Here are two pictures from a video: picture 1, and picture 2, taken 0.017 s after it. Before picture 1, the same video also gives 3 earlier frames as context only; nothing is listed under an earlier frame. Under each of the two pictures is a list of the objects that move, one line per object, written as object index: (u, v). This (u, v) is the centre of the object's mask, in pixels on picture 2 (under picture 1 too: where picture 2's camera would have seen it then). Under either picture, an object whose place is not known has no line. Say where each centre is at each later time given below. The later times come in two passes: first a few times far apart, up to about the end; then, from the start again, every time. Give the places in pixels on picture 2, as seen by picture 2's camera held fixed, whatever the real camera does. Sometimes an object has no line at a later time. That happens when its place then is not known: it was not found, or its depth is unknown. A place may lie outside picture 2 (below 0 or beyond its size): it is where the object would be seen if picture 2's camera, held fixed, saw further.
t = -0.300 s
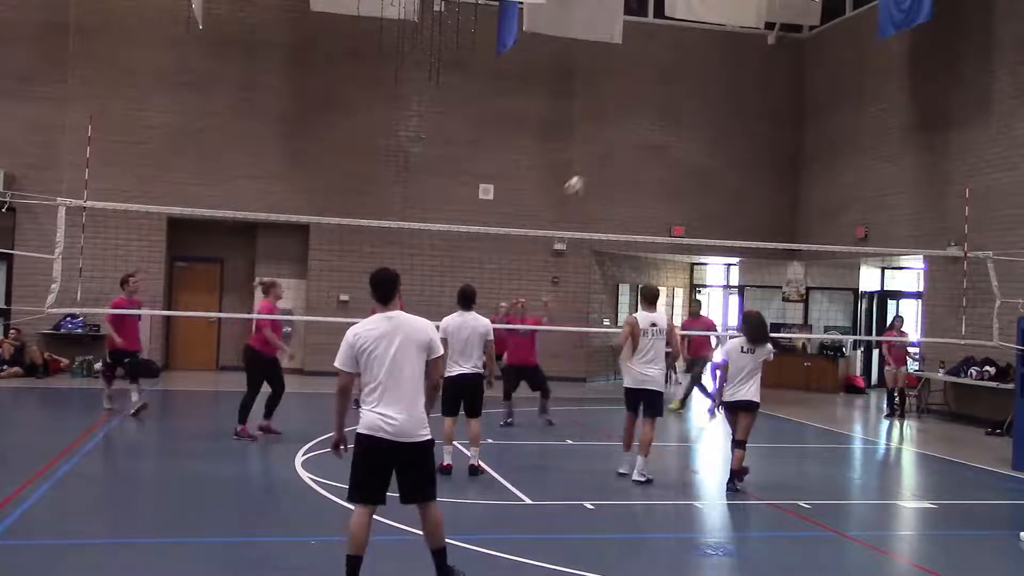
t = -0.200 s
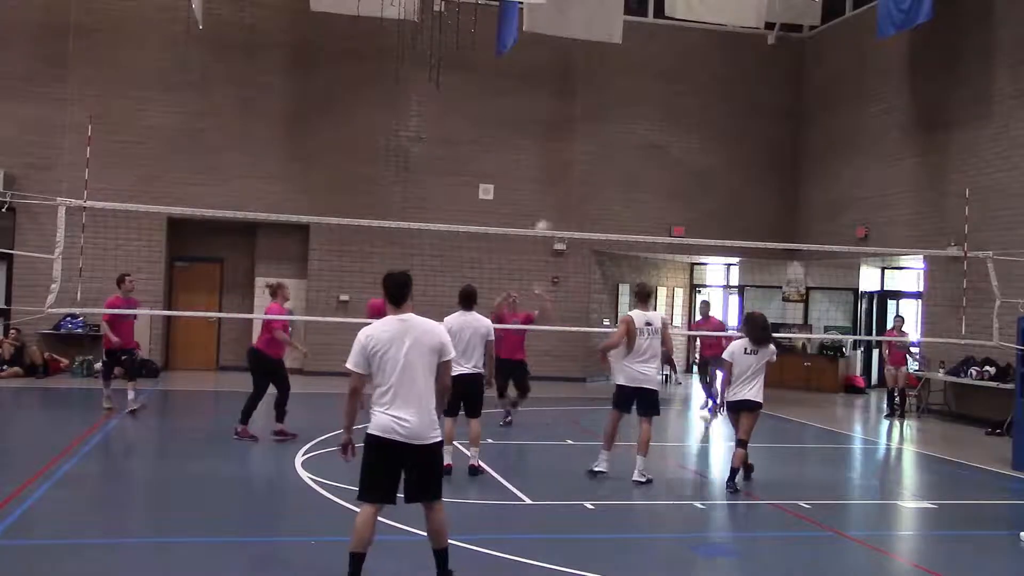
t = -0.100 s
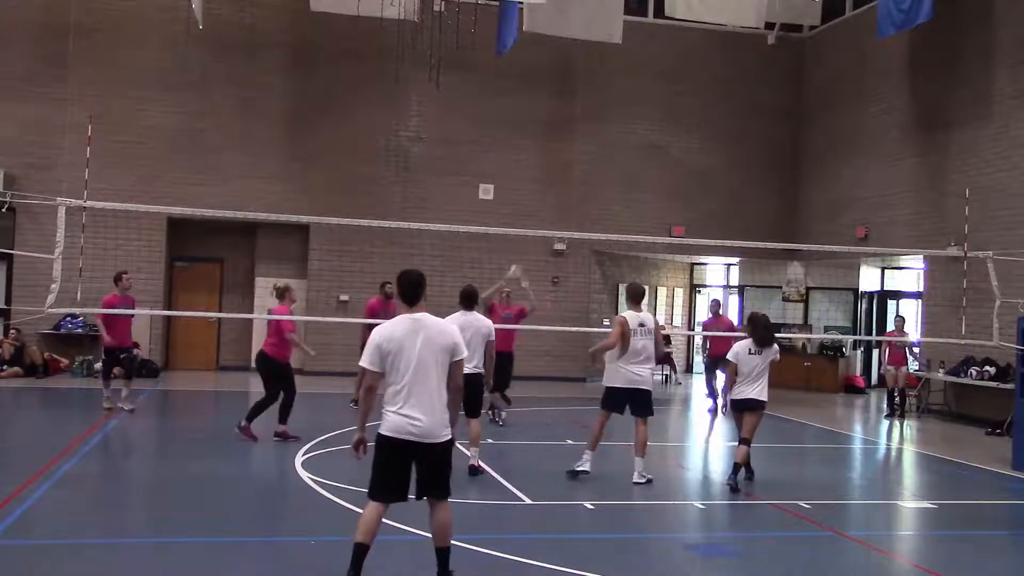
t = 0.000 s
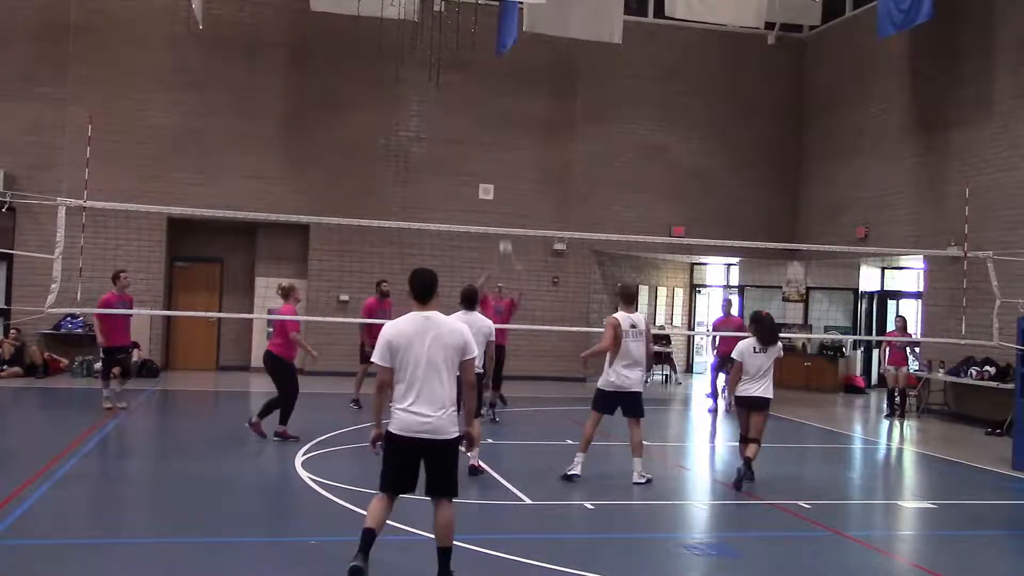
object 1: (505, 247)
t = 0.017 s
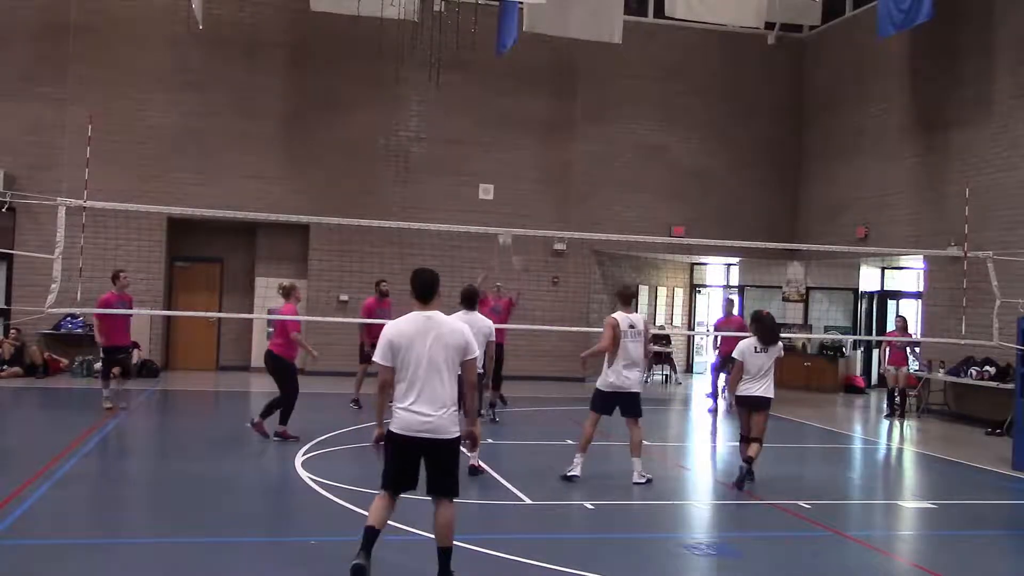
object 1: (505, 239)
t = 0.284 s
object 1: (488, 142)
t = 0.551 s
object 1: (468, 96)
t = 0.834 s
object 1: (444, 109)
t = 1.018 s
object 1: (422, 161)
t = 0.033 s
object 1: (504, 236)
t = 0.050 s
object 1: (503, 223)
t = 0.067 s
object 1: (502, 217)
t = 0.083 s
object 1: (501, 210)
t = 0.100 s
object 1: (500, 204)
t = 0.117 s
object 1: (499, 197)
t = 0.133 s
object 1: (499, 190)
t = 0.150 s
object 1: (497, 186)
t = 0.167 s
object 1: (496, 180)
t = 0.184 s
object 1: (495, 174)
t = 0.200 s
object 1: (493, 166)
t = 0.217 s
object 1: (492, 161)
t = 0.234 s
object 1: (491, 157)
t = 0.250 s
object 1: (490, 152)
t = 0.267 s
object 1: (489, 147)
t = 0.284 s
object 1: (488, 142)
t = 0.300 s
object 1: (487, 137)
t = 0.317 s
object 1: (486, 133)
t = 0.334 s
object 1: (485, 129)
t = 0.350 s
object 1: (484, 126)
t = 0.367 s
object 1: (483, 122)
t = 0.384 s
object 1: (481, 120)
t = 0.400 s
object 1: (480, 116)
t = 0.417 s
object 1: (479, 113)
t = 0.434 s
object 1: (478, 110)
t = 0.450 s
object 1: (477, 108)
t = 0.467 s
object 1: (475, 105)
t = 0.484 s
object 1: (474, 103)
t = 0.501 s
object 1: (473, 101)
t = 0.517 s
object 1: (471, 99)
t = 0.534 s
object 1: (470, 98)
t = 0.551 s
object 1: (468, 96)
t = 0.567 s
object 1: (467, 95)
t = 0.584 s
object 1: (466, 94)
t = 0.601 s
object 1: (464, 93)
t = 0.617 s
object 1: (464, 92)
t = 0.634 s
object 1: (461, 93)
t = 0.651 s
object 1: (460, 93)
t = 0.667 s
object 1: (458, 93)
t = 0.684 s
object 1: (457, 94)
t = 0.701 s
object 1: (456, 95)
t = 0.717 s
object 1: (454, 96)
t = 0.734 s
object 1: (453, 97)
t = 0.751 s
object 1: (451, 98)
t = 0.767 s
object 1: (450, 100)
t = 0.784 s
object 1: (448, 102)
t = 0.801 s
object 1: (447, 104)
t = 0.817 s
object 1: (445, 106)
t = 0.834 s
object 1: (444, 109)
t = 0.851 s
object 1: (442, 112)
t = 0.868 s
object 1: (439, 115)
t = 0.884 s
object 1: (438, 118)
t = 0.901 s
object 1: (436, 122)
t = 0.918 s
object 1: (434, 127)
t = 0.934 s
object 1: (432, 132)
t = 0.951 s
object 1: (430, 138)
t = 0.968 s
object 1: (428, 143)
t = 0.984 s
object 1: (427, 149)
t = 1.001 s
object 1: (425, 154)
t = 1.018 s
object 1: (422, 161)
